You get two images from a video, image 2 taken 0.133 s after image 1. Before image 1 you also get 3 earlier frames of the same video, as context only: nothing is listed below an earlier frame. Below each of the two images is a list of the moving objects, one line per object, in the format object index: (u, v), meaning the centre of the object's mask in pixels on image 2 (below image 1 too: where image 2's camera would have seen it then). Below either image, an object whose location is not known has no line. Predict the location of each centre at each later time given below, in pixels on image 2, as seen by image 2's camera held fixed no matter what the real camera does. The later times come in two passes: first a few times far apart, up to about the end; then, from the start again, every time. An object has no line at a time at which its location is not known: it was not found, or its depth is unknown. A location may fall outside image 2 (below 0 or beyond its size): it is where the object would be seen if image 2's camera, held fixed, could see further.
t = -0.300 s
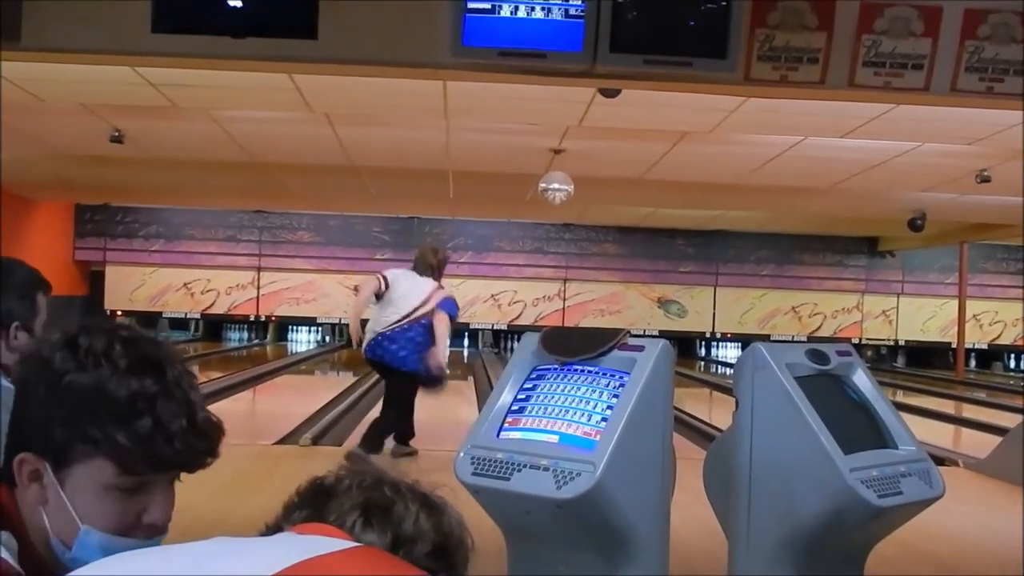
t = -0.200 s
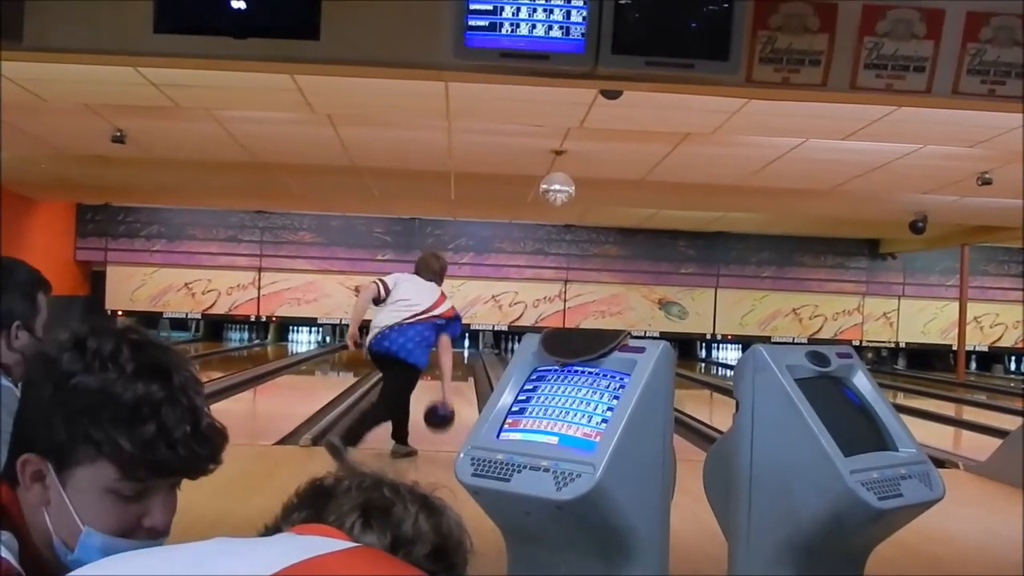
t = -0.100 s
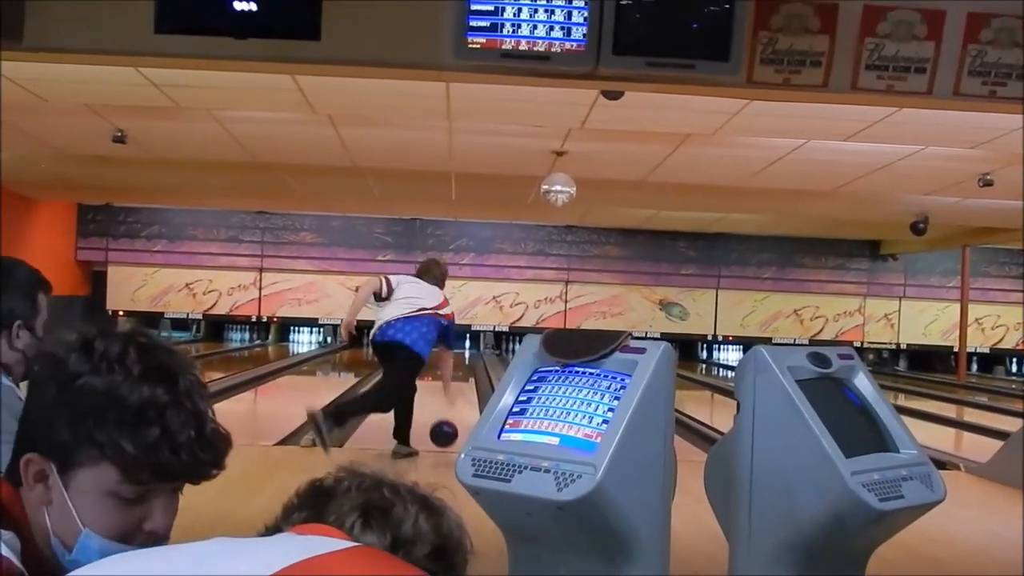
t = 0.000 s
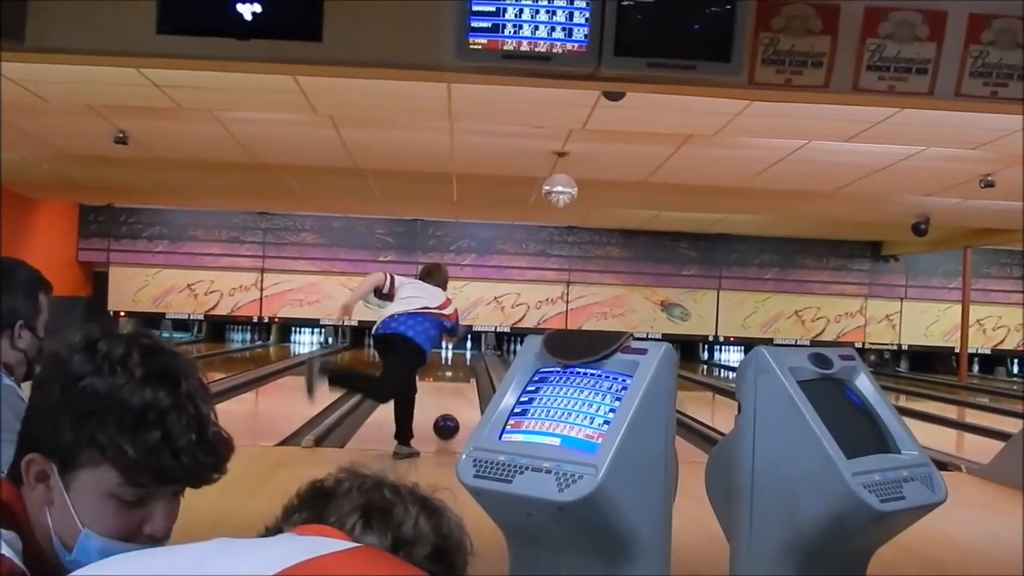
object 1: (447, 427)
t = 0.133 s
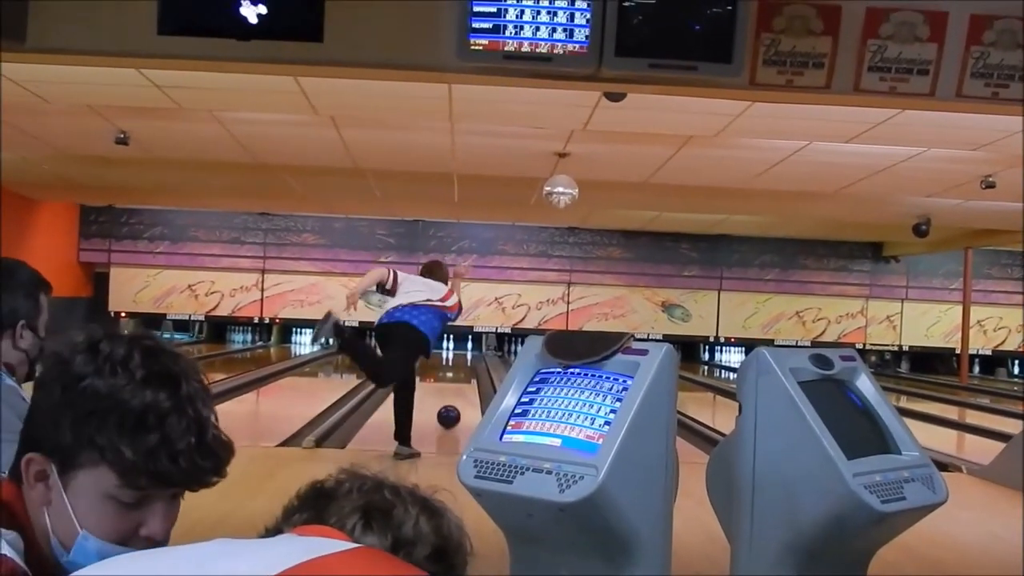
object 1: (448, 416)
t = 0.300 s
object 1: (450, 404)
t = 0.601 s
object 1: (452, 389)
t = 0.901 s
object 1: (452, 377)
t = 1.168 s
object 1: (453, 369)
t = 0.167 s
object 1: (449, 414)
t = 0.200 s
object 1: (449, 411)
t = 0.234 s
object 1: (449, 409)
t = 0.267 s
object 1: (450, 406)
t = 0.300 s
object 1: (450, 404)
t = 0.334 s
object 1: (450, 402)
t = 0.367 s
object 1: (451, 400)
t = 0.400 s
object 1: (451, 398)
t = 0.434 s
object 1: (451, 396)
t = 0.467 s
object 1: (451, 395)
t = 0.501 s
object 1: (451, 393)
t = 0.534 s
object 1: (452, 391)
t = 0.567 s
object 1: (452, 390)
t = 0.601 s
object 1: (452, 389)
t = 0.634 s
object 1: (452, 387)
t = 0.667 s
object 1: (452, 386)
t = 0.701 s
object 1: (452, 384)
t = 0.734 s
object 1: (452, 383)
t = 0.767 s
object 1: (452, 382)
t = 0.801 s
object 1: (452, 381)
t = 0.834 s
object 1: (452, 380)
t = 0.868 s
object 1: (452, 378)
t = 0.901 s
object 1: (452, 377)
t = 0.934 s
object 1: (452, 377)
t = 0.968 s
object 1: (453, 375)
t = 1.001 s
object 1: (453, 374)
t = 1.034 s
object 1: (453, 373)
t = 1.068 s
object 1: (453, 372)
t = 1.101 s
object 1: (453, 371)
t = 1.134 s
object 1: (453, 371)
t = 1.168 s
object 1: (453, 369)
